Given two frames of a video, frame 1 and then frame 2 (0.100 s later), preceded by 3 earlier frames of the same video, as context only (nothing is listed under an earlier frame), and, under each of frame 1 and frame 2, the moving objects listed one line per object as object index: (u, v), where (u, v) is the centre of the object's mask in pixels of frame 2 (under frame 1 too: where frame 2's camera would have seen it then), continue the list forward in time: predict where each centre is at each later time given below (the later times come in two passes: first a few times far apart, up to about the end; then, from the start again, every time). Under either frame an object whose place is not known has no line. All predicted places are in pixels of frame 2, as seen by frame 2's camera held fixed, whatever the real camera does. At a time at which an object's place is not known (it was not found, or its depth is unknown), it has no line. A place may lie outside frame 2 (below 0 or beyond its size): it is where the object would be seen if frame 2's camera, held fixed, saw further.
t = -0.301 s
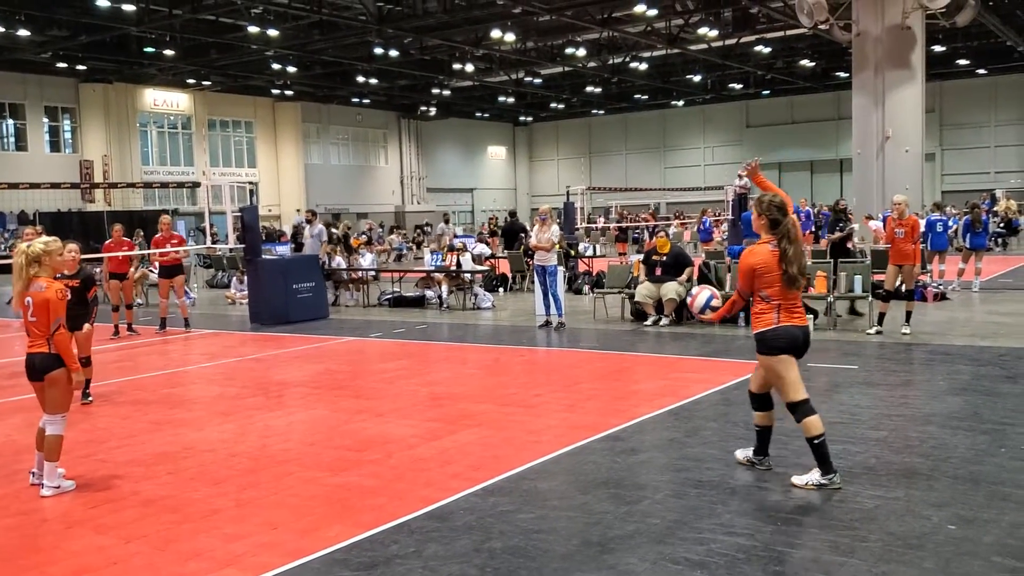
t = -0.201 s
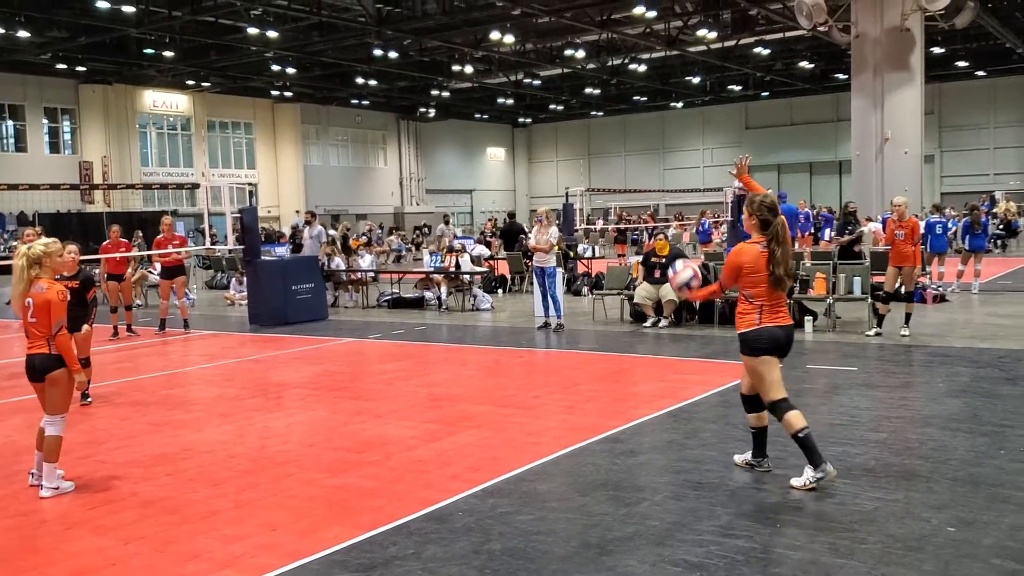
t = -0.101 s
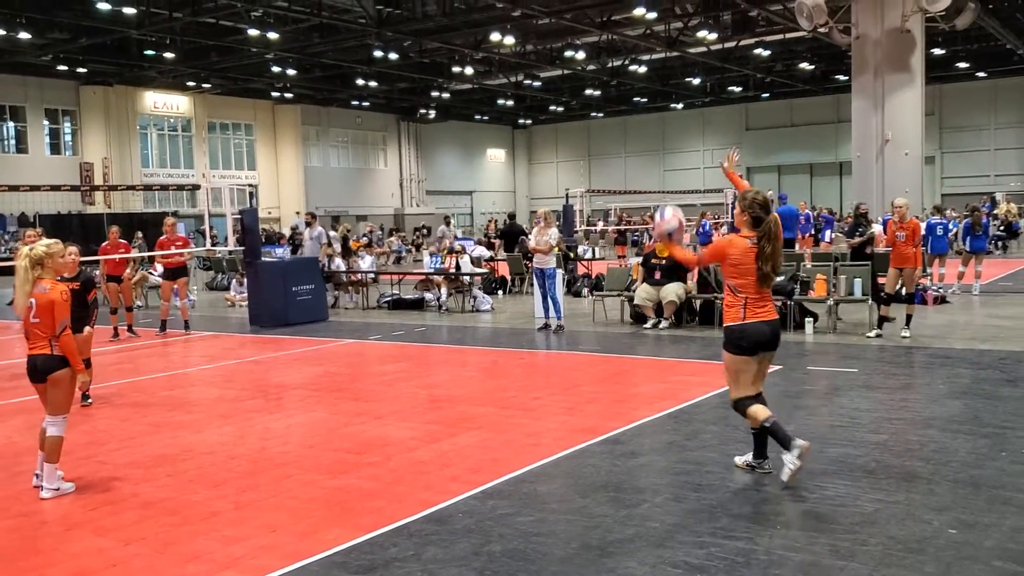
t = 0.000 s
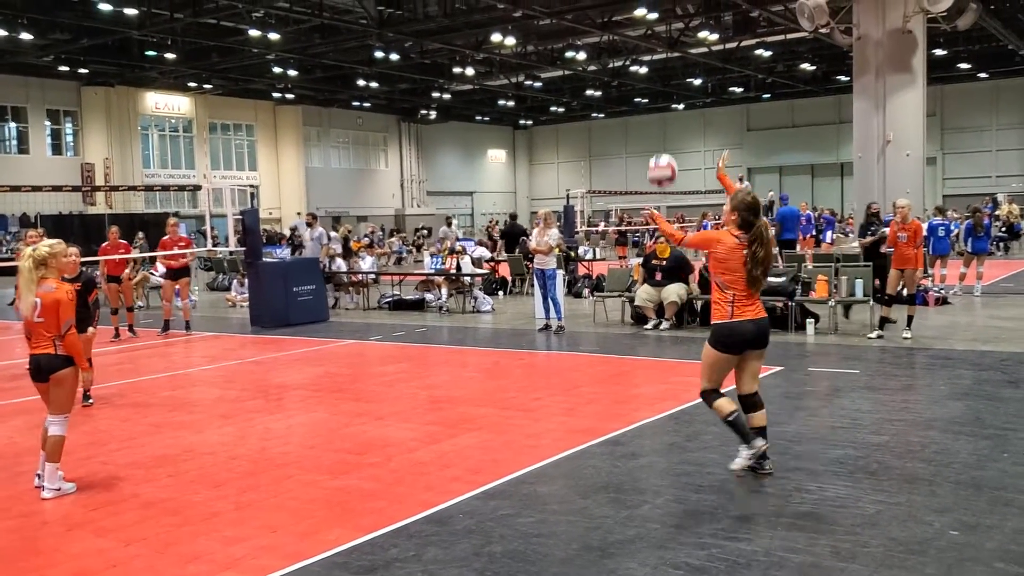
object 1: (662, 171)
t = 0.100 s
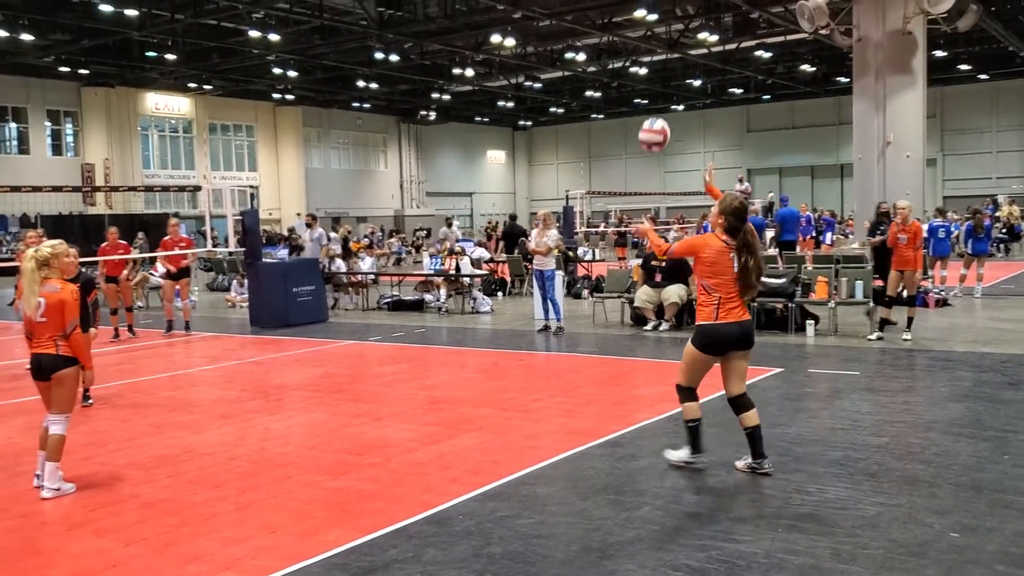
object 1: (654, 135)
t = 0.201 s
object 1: (647, 113)
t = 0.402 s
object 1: (634, 114)
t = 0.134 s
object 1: (652, 126)
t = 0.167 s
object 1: (649, 118)
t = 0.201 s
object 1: (647, 113)
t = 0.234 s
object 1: (645, 109)
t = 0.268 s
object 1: (642, 107)
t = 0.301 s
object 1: (640, 106)
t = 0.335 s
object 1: (638, 107)
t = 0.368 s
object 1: (636, 109)
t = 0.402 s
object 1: (634, 114)
